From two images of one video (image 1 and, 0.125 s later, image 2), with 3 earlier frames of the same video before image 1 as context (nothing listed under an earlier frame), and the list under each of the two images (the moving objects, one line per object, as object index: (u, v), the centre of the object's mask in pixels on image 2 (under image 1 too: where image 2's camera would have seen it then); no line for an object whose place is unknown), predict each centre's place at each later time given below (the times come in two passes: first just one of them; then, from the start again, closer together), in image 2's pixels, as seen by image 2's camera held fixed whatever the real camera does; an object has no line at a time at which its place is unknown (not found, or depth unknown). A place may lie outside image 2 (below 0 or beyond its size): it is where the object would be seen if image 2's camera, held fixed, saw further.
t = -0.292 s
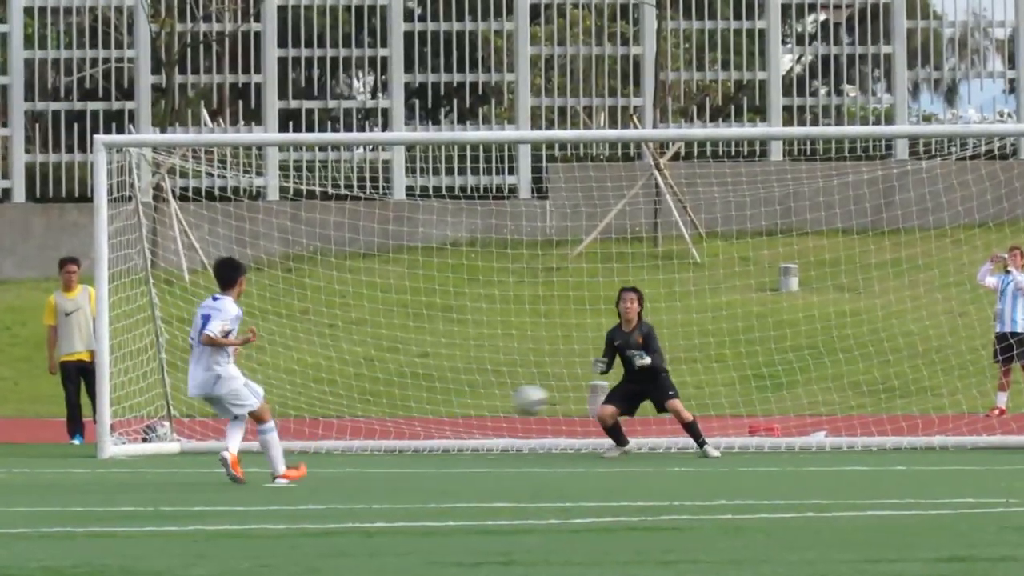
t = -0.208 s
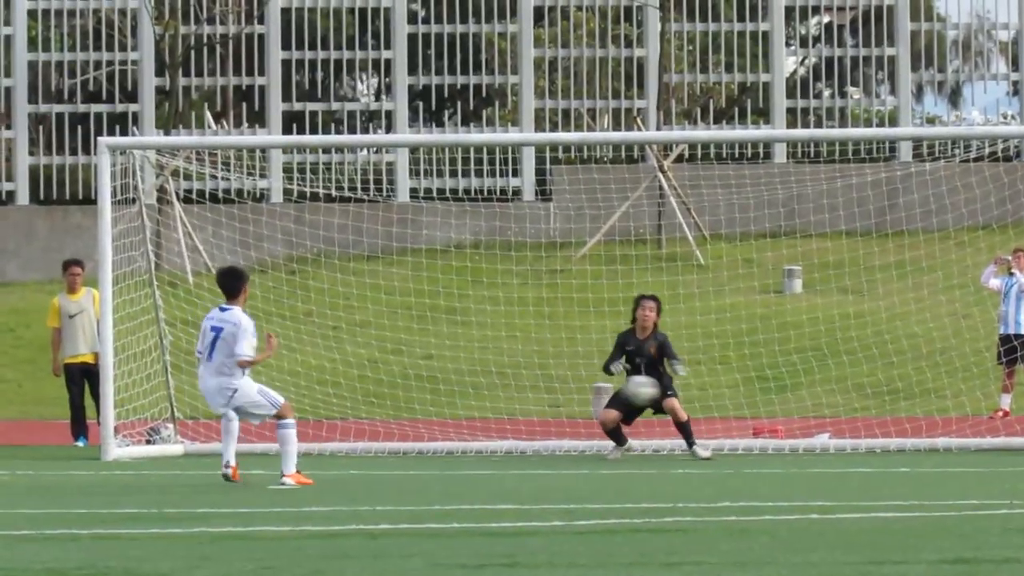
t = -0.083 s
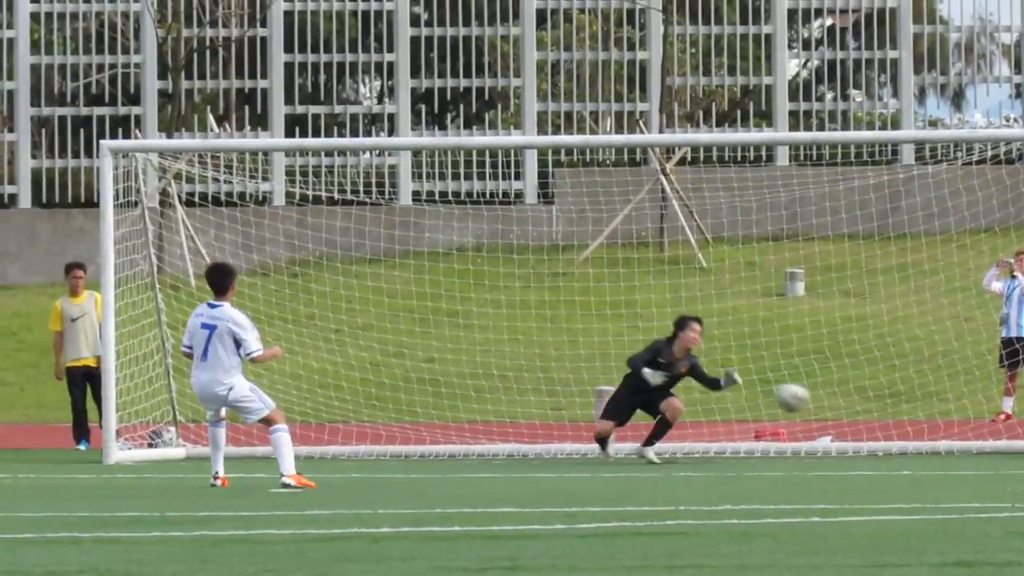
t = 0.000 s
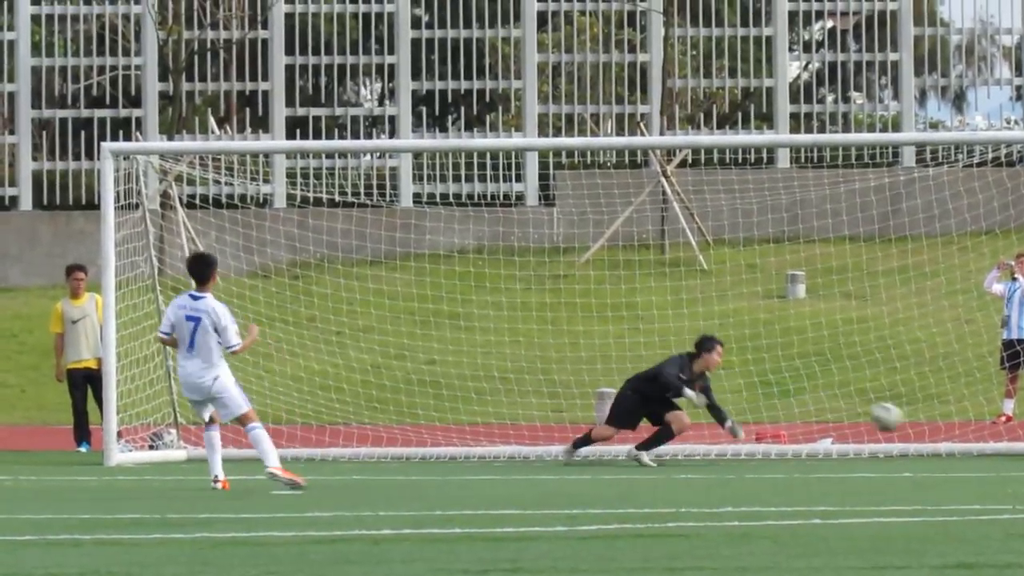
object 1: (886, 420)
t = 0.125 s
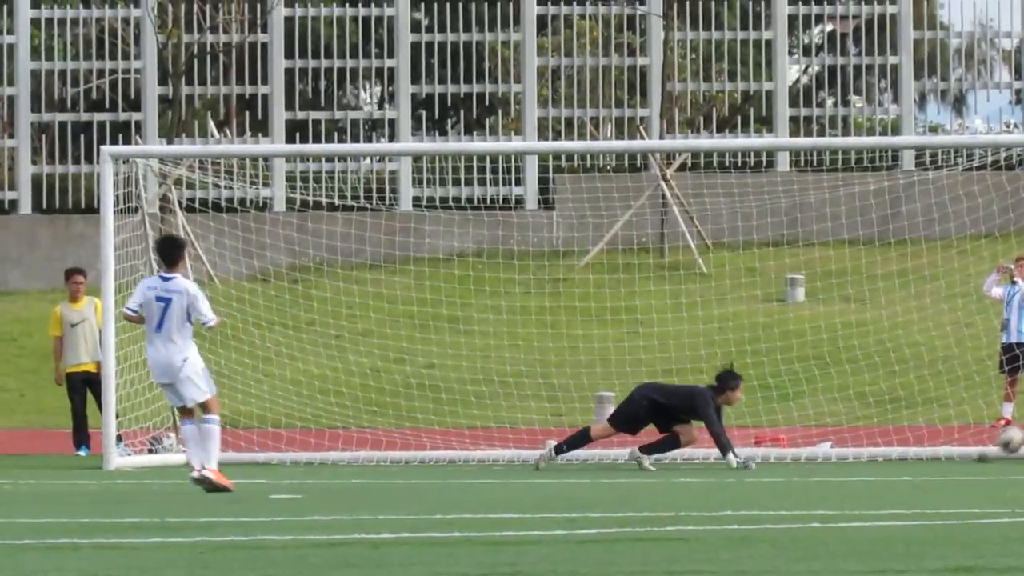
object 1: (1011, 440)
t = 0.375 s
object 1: (1014, 422)
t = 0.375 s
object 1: (1014, 422)
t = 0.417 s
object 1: (997, 429)
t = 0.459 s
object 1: (981, 440)
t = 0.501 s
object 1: (967, 445)
